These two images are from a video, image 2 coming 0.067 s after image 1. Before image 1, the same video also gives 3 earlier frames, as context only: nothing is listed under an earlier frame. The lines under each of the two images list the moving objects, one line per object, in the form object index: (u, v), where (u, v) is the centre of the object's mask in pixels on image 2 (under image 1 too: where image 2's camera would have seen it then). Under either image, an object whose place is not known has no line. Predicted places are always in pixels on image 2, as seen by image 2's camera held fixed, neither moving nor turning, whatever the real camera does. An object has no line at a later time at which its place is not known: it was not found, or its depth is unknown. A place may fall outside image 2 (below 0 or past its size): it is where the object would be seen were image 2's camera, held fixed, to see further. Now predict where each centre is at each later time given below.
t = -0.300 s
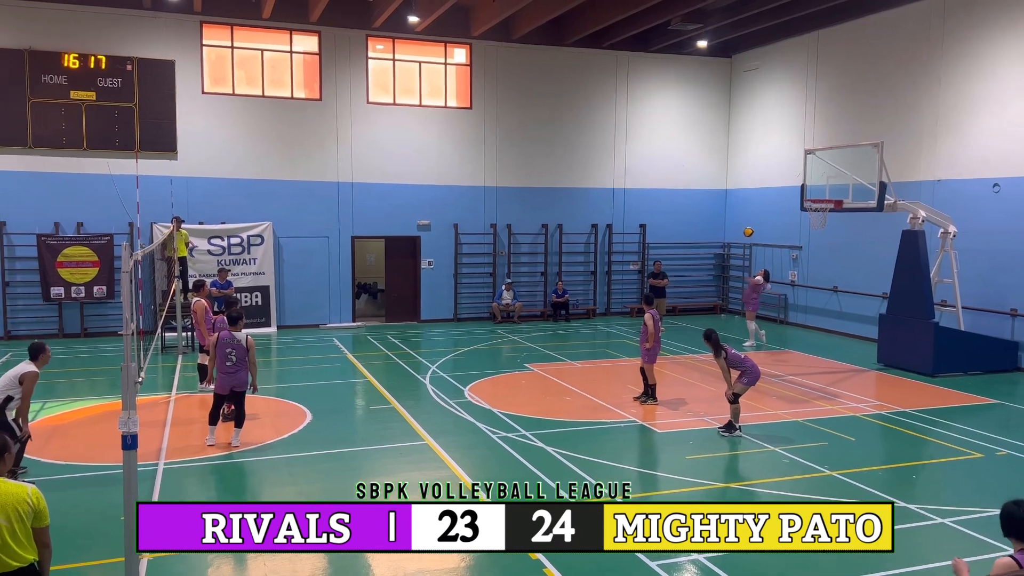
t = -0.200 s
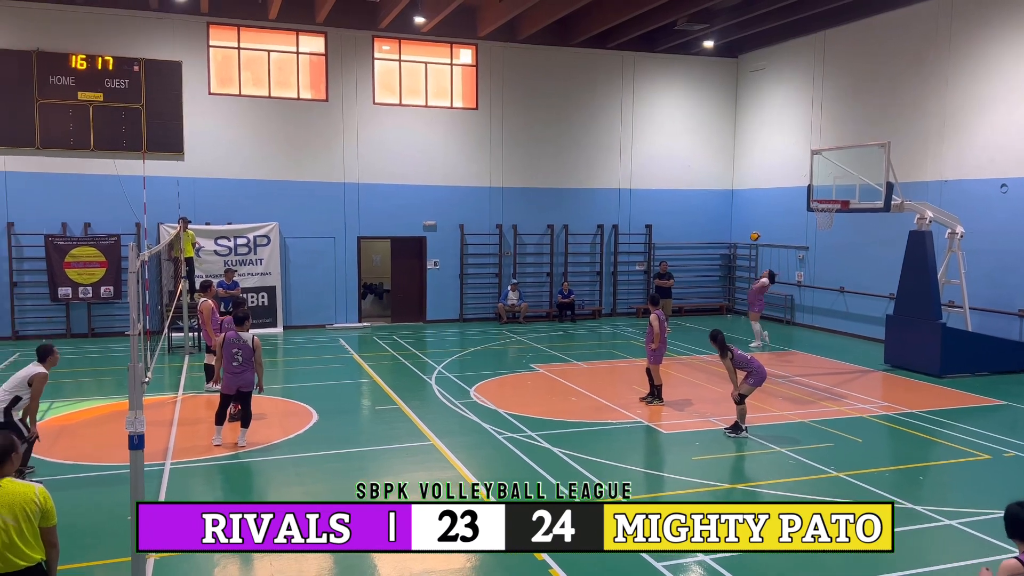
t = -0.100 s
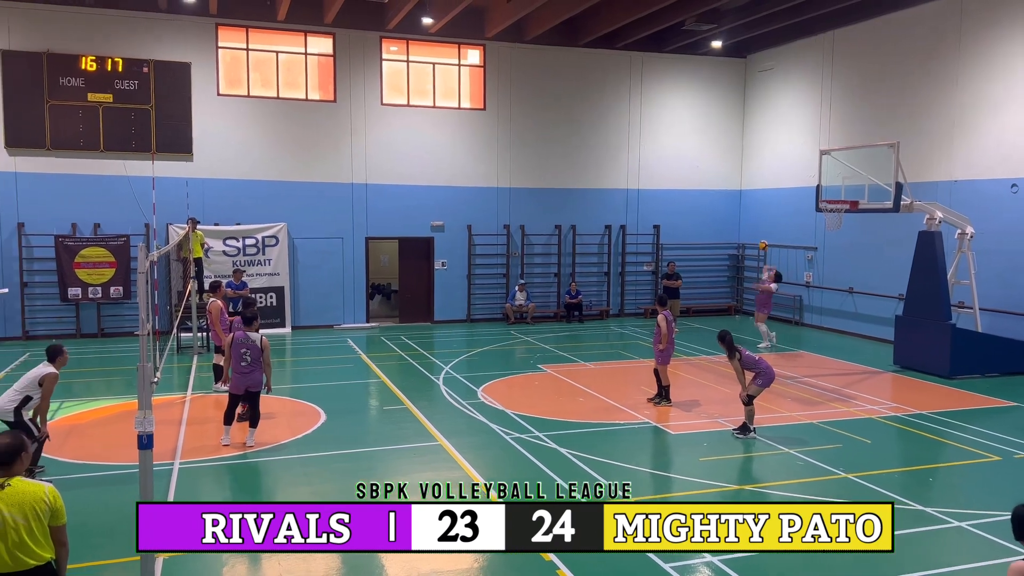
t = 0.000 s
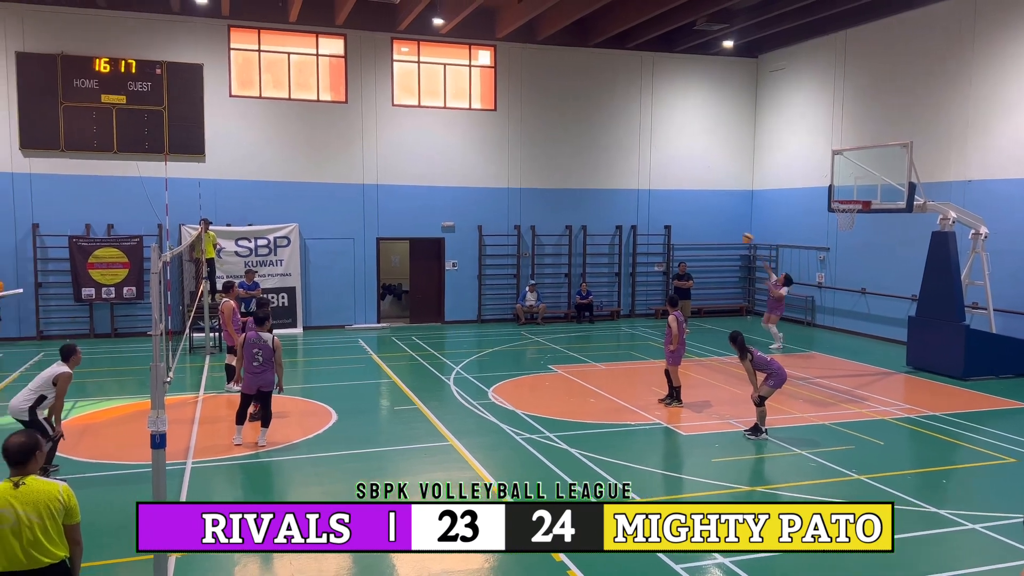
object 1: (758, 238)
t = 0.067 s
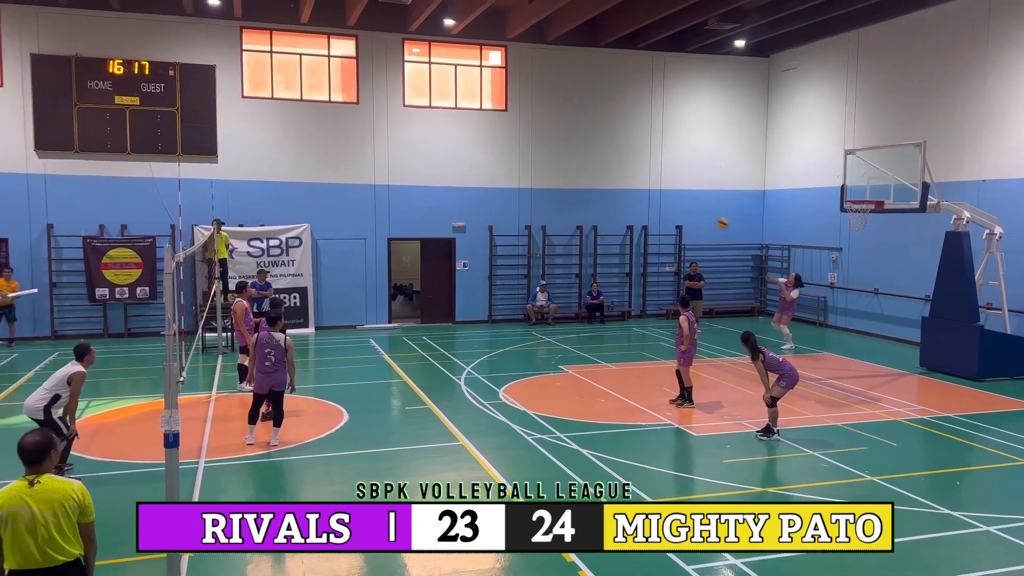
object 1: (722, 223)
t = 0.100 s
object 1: (703, 216)
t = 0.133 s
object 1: (684, 209)
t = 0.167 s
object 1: (665, 202)
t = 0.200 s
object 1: (645, 195)
